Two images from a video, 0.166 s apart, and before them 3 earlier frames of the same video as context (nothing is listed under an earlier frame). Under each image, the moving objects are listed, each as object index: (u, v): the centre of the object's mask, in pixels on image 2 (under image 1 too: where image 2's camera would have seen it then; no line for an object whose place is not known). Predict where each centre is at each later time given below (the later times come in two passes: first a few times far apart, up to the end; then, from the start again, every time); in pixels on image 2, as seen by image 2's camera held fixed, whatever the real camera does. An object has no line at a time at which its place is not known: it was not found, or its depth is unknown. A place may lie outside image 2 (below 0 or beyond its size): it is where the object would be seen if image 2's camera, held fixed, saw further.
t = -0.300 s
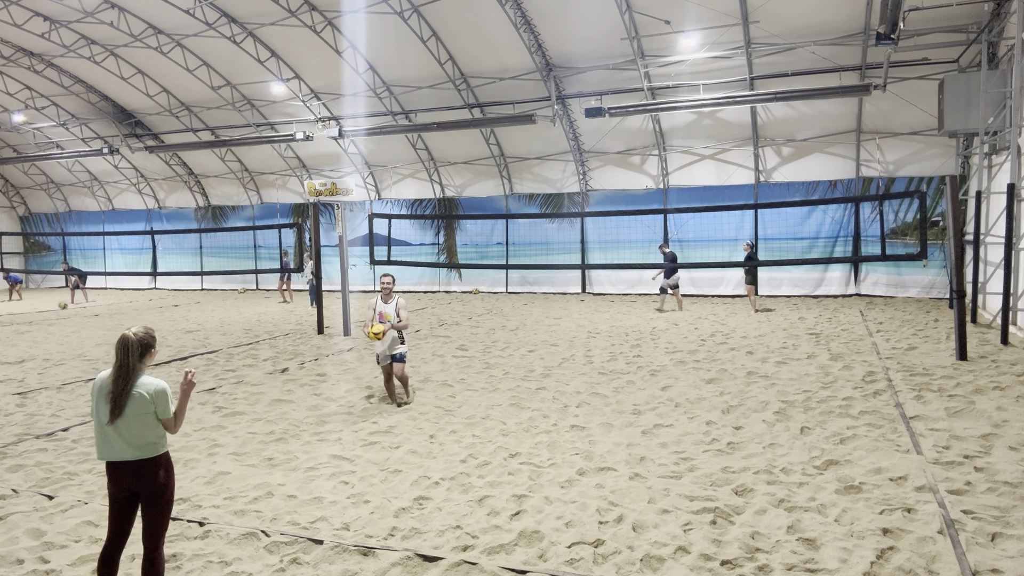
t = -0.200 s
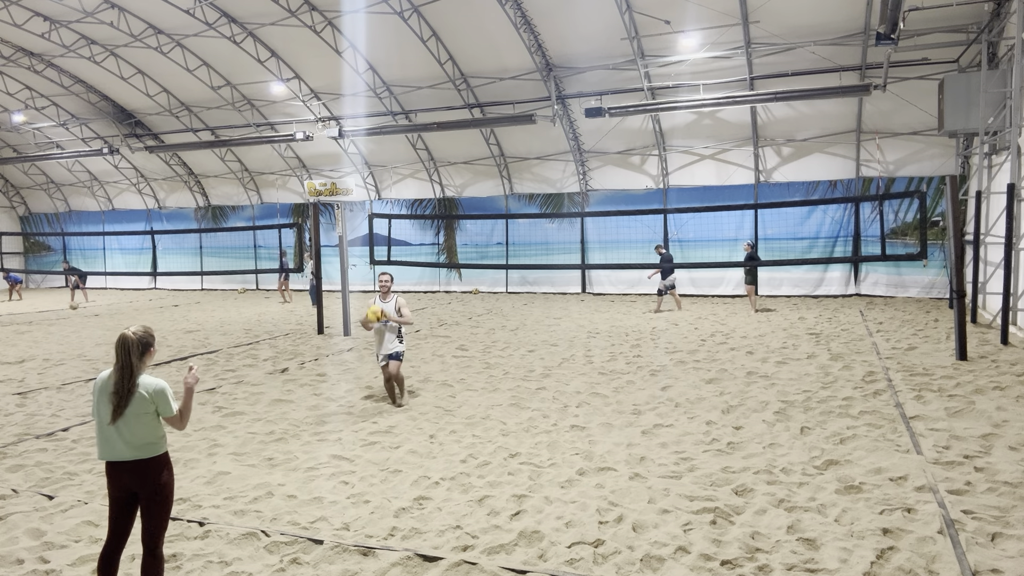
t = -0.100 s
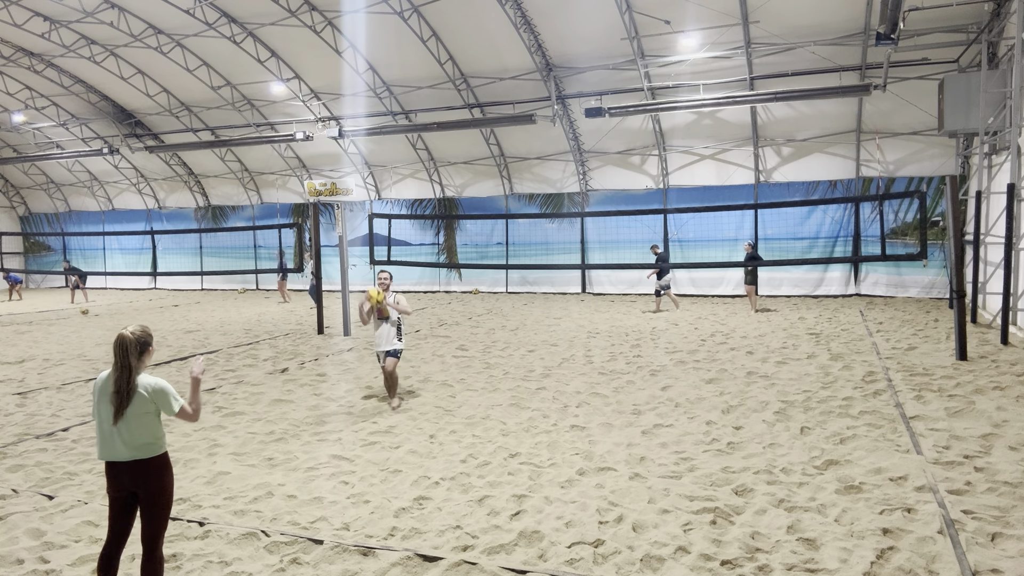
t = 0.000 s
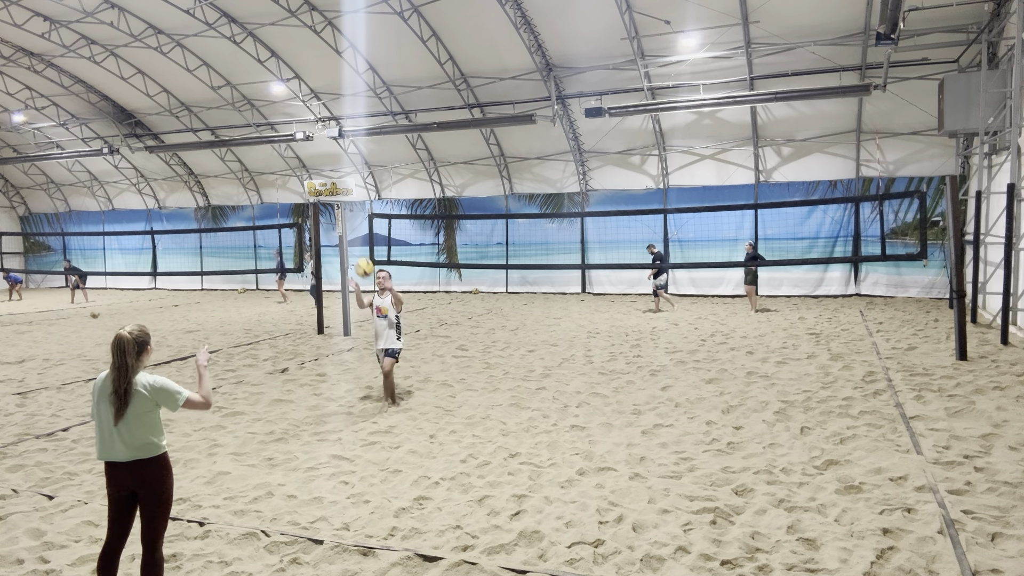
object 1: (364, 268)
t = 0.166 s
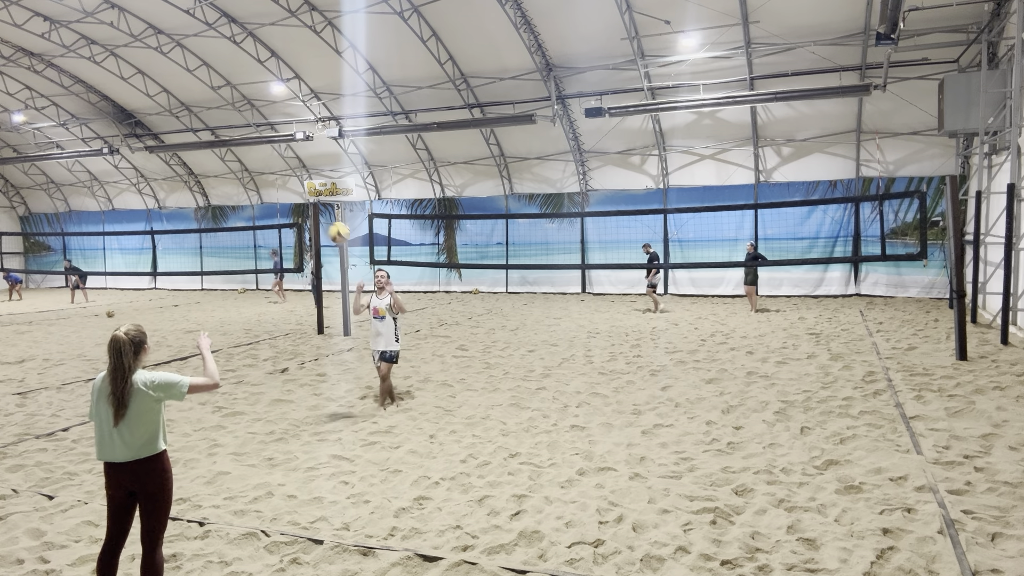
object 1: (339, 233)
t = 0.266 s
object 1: (323, 223)
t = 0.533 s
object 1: (274, 249)
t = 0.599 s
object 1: (259, 273)
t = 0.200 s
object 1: (334, 228)
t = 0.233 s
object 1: (328, 225)
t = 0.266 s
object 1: (323, 223)
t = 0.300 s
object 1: (317, 221)
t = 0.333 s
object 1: (311, 221)
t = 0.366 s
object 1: (305, 223)
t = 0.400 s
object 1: (299, 225)
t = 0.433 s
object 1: (293, 229)
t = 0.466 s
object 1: (287, 234)
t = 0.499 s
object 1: (281, 241)
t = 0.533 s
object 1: (274, 249)
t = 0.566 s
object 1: (267, 260)
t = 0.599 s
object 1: (259, 273)
